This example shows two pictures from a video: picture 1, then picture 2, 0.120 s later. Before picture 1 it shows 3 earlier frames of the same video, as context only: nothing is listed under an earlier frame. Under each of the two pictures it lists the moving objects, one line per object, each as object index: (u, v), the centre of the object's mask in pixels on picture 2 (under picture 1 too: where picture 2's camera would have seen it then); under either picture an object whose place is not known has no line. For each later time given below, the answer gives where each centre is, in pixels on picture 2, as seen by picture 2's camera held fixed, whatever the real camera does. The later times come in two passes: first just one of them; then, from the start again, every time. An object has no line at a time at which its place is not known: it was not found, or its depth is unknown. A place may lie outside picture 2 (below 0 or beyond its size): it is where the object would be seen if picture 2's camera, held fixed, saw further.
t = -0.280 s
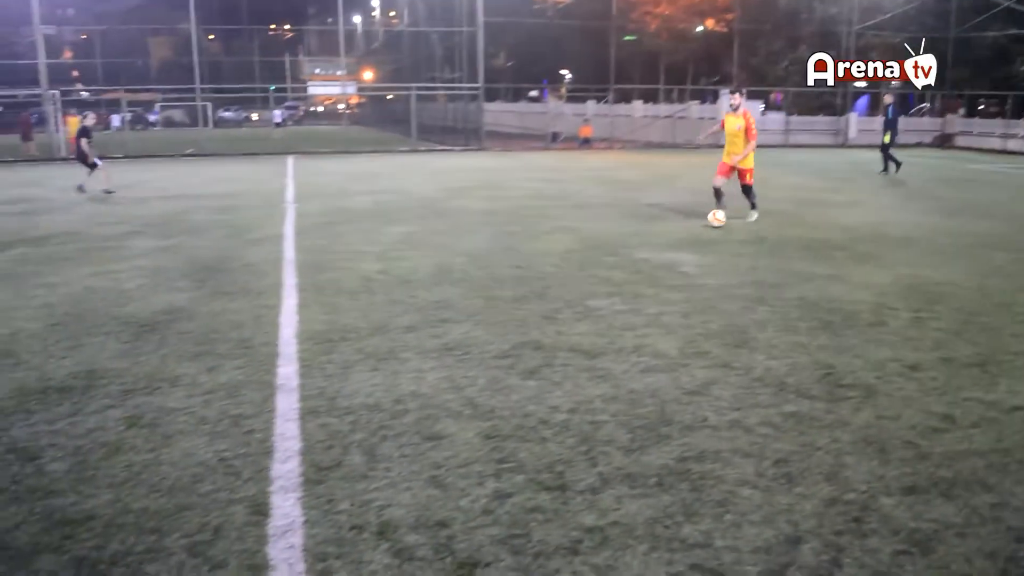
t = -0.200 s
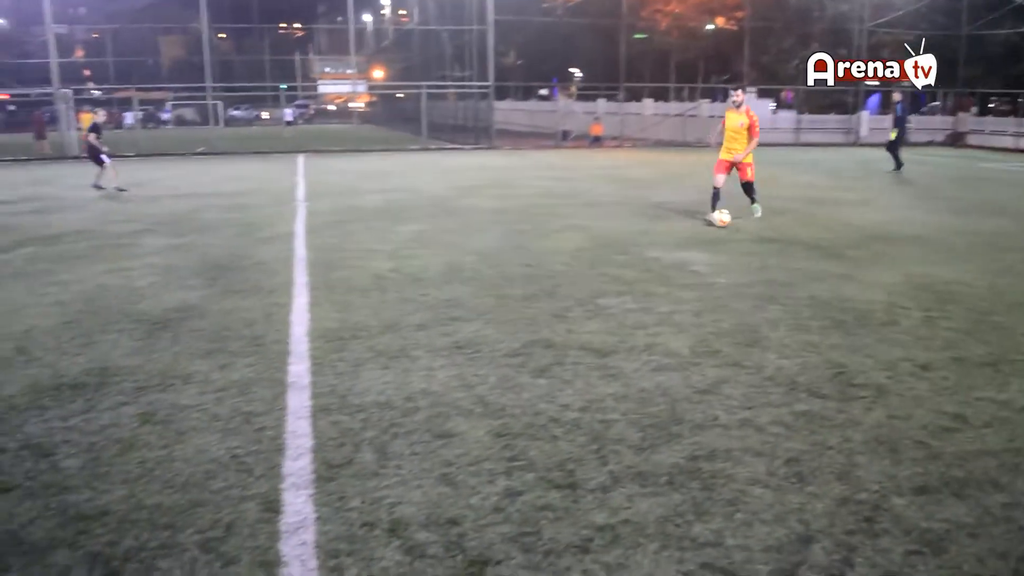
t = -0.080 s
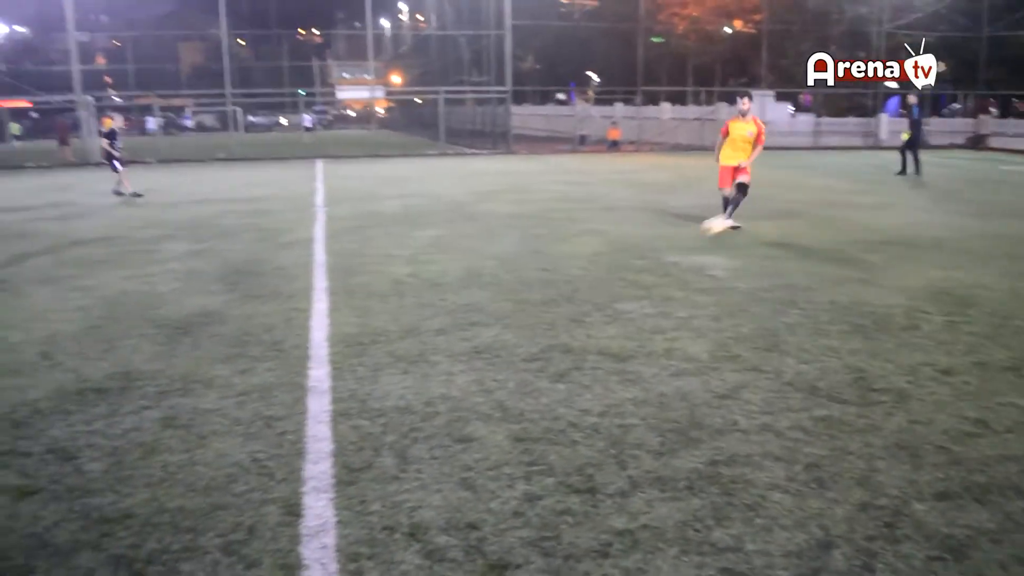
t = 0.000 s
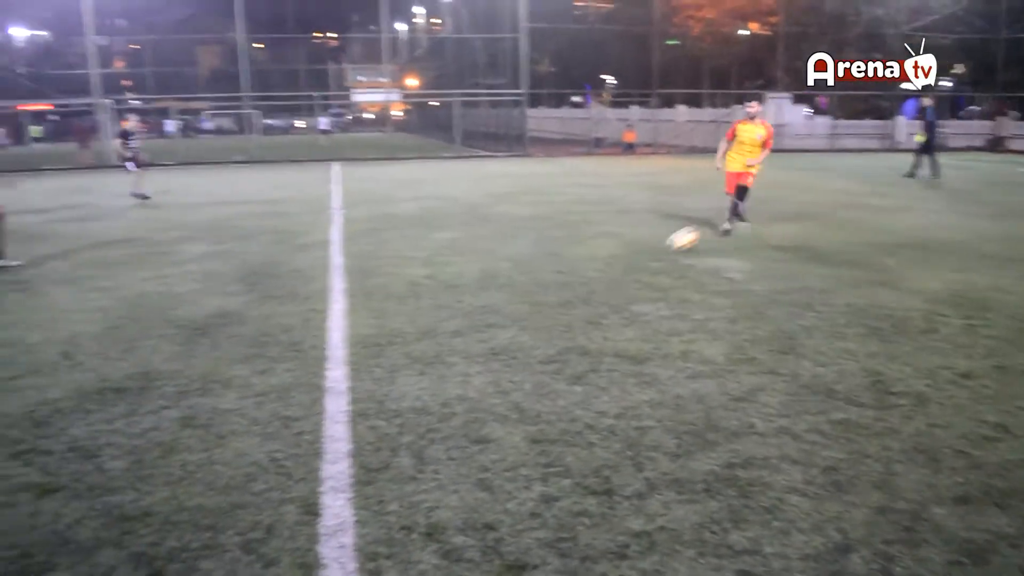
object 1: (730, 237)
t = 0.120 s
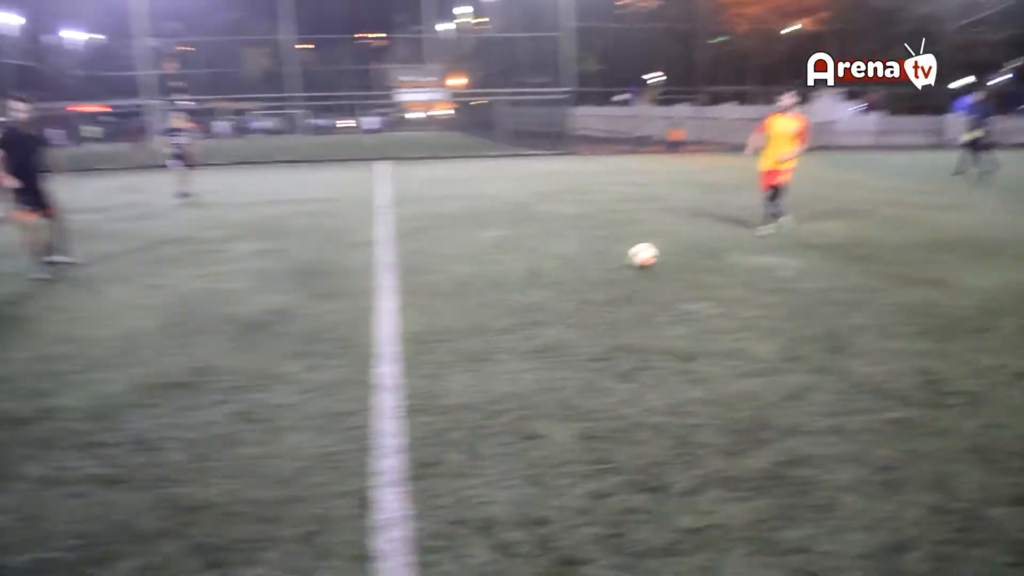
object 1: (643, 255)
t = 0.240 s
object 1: (537, 278)
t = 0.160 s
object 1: (608, 264)
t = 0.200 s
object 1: (574, 270)
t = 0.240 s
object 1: (537, 278)
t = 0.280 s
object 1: (497, 288)
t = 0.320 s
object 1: (453, 297)
